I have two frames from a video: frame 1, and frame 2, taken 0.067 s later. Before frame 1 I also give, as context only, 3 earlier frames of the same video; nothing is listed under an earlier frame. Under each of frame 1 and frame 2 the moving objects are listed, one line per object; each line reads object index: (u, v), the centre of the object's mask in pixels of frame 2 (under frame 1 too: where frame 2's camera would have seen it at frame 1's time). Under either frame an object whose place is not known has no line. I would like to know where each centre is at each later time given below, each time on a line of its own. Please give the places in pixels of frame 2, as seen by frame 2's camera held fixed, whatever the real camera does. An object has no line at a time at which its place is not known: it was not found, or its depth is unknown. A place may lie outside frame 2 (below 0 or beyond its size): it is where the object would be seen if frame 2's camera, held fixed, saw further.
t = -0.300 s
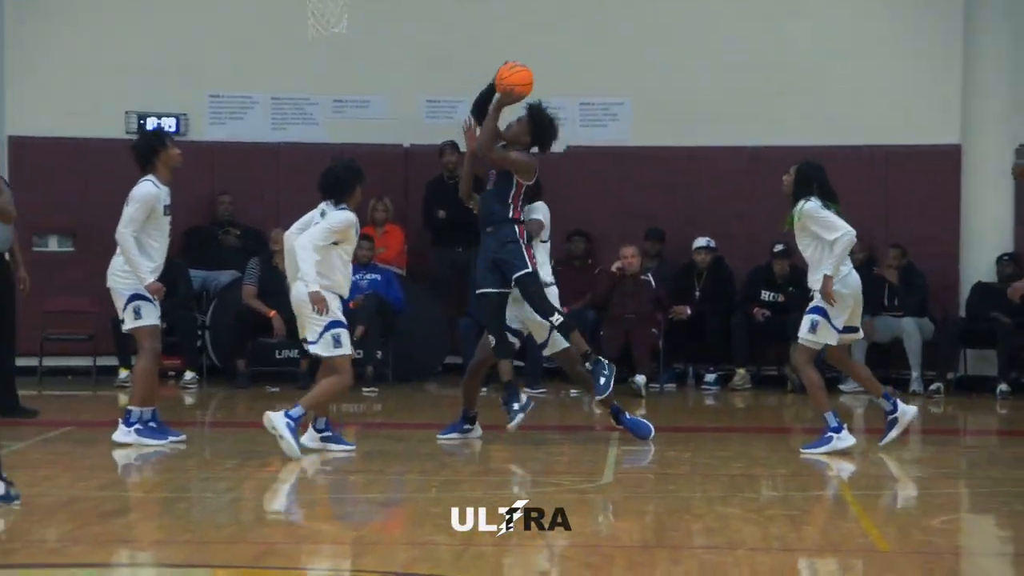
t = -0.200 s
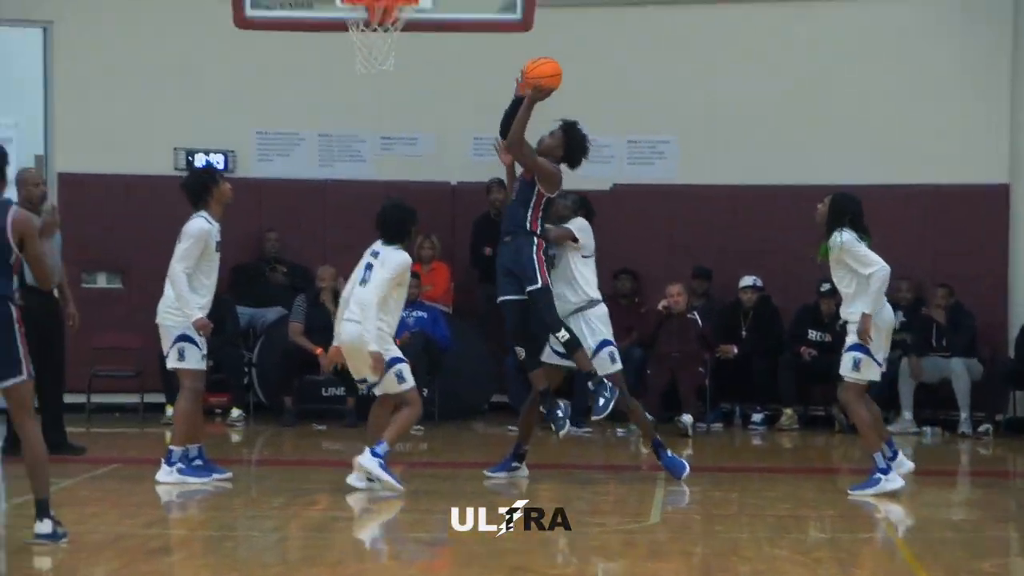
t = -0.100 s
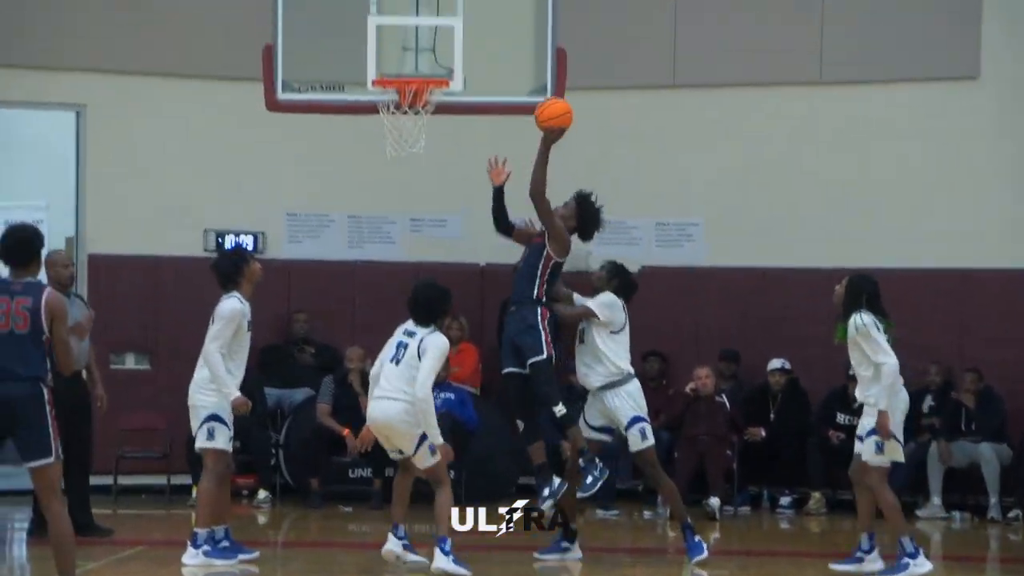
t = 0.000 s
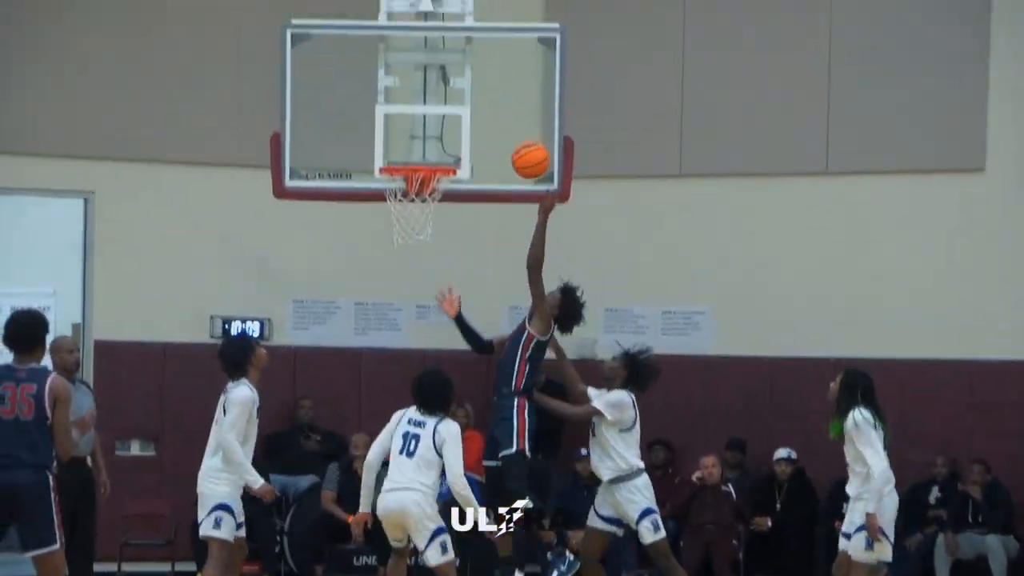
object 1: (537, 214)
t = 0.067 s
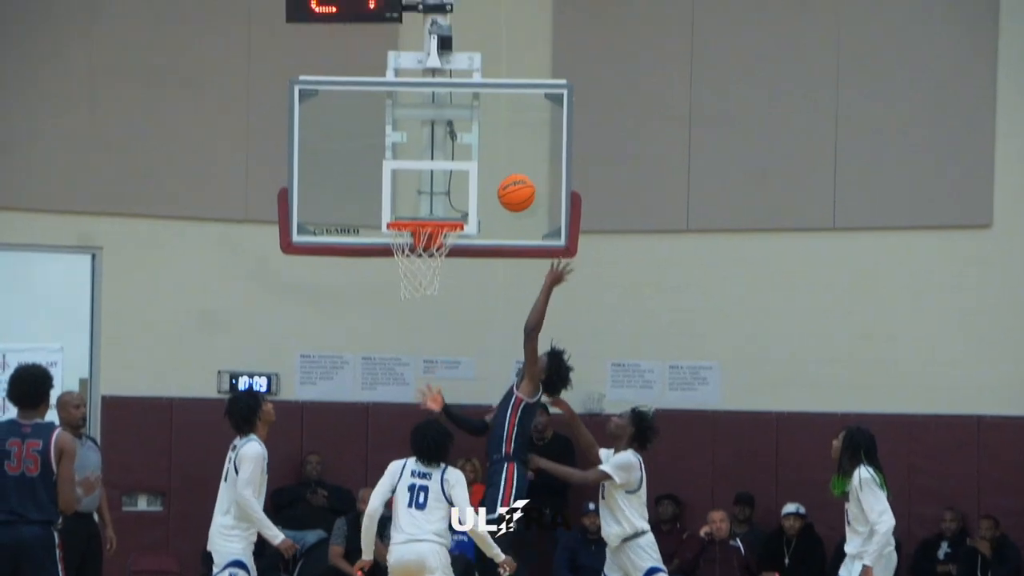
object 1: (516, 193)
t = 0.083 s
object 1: (511, 189)
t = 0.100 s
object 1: (505, 185)
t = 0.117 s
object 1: (500, 182)
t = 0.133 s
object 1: (495, 179)
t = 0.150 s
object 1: (490, 177)
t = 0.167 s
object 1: (484, 175)
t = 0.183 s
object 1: (479, 173)
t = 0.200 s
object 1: (474, 172)
